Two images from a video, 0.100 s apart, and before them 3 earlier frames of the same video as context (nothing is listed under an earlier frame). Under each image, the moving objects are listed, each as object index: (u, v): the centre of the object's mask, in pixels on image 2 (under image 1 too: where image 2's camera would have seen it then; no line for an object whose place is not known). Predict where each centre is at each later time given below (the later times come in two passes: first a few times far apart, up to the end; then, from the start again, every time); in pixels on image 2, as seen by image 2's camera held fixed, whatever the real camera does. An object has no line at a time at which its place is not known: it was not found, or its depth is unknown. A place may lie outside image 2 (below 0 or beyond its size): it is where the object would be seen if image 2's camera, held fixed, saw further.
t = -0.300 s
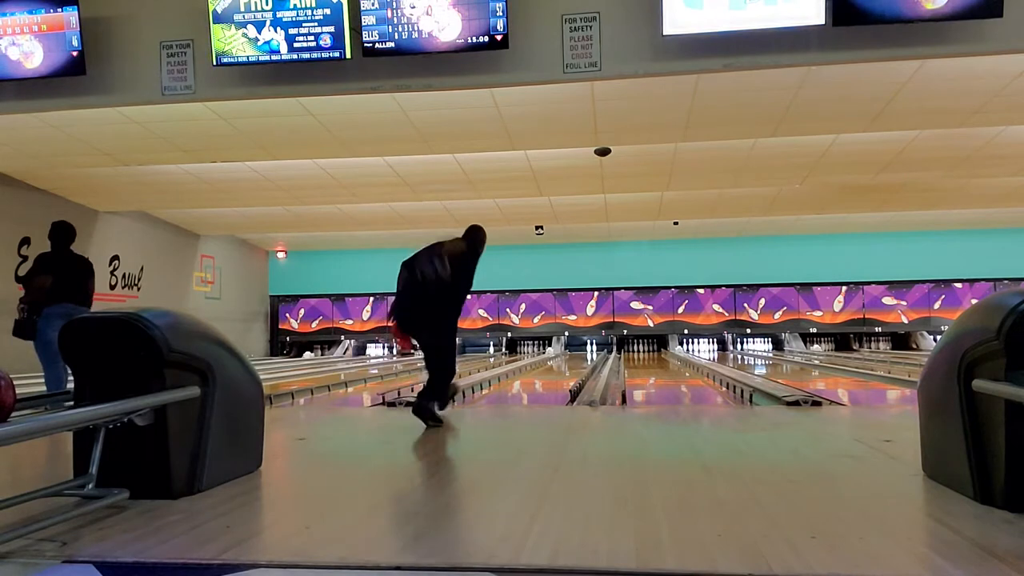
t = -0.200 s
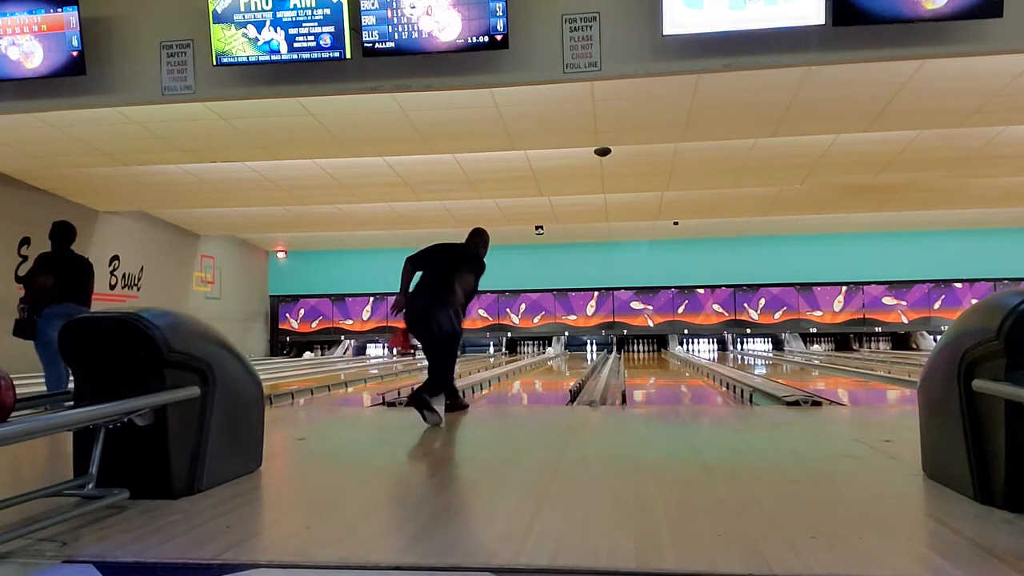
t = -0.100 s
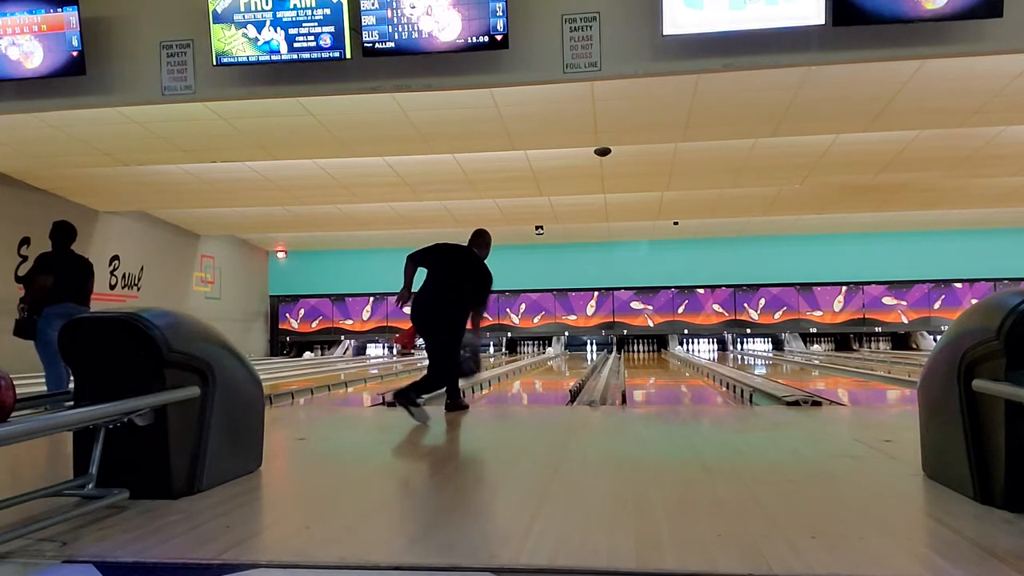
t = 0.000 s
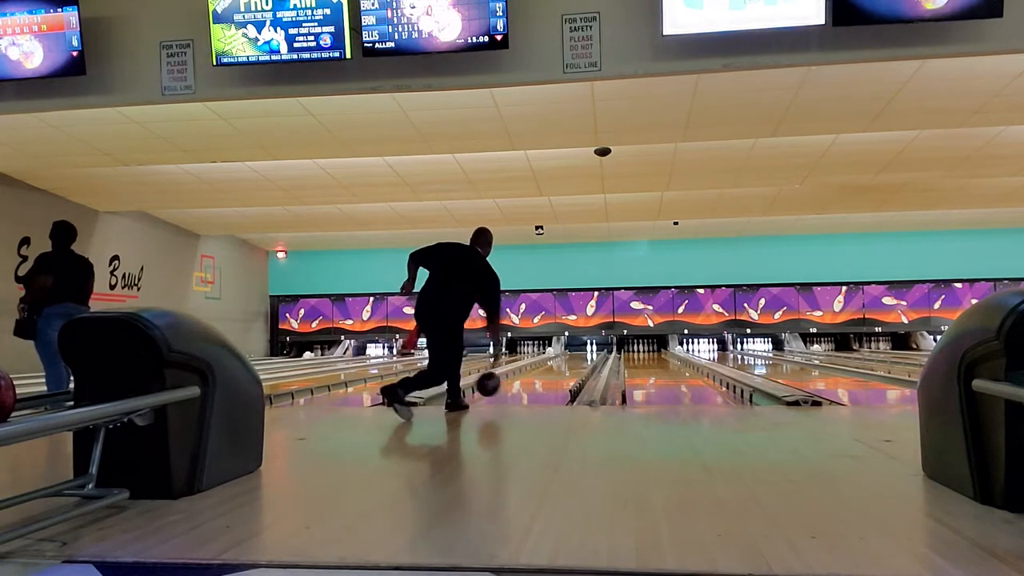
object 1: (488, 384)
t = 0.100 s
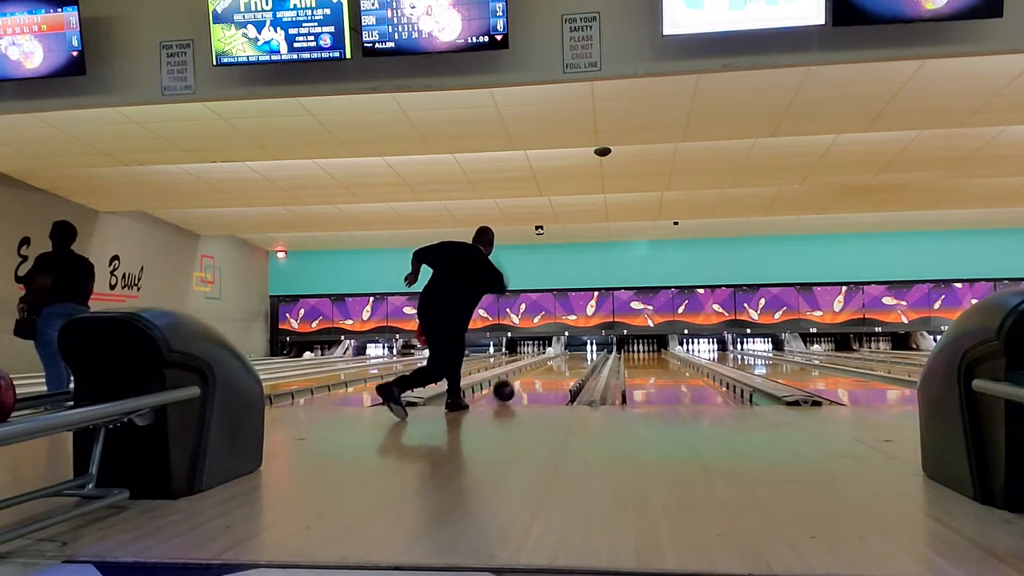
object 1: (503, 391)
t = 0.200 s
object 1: (516, 385)
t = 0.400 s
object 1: (535, 377)
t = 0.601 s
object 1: (549, 371)
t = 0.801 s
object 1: (559, 365)
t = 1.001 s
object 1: (567, 362)
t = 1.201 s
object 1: (572, 360)
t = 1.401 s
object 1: (577, 357)
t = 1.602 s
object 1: (581, 355)
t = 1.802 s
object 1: (585, 354)
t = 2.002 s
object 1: (587, 352)
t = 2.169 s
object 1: (588, 351)
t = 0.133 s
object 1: (508, 388)
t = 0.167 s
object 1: (512, 386)
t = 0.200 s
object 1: (516, 385)
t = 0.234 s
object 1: (520, 384)
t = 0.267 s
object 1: (523, 382)
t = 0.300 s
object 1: (527, 380)
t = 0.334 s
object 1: (529, 379)
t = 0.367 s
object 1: (532, 378)
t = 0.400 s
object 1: (535, 377)
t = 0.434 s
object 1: (538, 375)
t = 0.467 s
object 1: (540, 374)
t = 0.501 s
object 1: (542, 373)
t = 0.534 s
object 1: (545, 372)
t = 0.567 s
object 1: (547, 371)
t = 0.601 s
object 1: (549, 371)
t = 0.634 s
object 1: (551, 370)
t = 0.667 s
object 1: (552, 369)
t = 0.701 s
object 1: (554, 368)
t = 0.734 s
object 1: (556, 367)
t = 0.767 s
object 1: (557, 366)
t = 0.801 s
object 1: (559, 365)
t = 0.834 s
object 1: (560, 365)
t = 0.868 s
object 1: (562, 364)
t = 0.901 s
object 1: (563, 364)
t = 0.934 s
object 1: (564, 363)
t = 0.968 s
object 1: (566, 363)
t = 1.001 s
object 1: (567, 362)
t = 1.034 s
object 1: (568, 362)
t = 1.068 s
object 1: (569, 361)
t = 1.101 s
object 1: (570, 361)
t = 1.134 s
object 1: (571, 360)
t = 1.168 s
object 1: (572, 360)
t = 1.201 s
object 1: (572, 360)
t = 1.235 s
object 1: (573, 359)
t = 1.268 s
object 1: (574, 359)
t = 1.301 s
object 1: (575, 358)
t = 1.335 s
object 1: (576, 358)
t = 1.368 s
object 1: (577, 357)
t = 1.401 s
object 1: (577, 357)
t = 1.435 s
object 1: (579, 357)
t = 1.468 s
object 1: (580, 356)
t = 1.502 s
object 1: (580, 356)
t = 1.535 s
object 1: (580, 356)
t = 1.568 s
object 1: (581, 356)
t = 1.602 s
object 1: (581, 355)
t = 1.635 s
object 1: (582, 355)
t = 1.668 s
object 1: (583, 355)
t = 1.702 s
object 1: (583, 355)
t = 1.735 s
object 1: (584, 354)
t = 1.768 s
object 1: (584, 354)
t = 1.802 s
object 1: (585, 354)
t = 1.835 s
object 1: (585, 353)
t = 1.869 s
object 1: (585, 353)
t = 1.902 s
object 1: (586, 353)
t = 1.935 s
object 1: (587, 352)
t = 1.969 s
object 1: (587, 352)
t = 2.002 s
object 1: (587, 352)
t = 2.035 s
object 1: (587, 352)
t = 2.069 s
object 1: (588, 352)
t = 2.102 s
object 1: (588, 351)
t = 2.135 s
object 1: (588, 351)
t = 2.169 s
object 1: (588, 351)
